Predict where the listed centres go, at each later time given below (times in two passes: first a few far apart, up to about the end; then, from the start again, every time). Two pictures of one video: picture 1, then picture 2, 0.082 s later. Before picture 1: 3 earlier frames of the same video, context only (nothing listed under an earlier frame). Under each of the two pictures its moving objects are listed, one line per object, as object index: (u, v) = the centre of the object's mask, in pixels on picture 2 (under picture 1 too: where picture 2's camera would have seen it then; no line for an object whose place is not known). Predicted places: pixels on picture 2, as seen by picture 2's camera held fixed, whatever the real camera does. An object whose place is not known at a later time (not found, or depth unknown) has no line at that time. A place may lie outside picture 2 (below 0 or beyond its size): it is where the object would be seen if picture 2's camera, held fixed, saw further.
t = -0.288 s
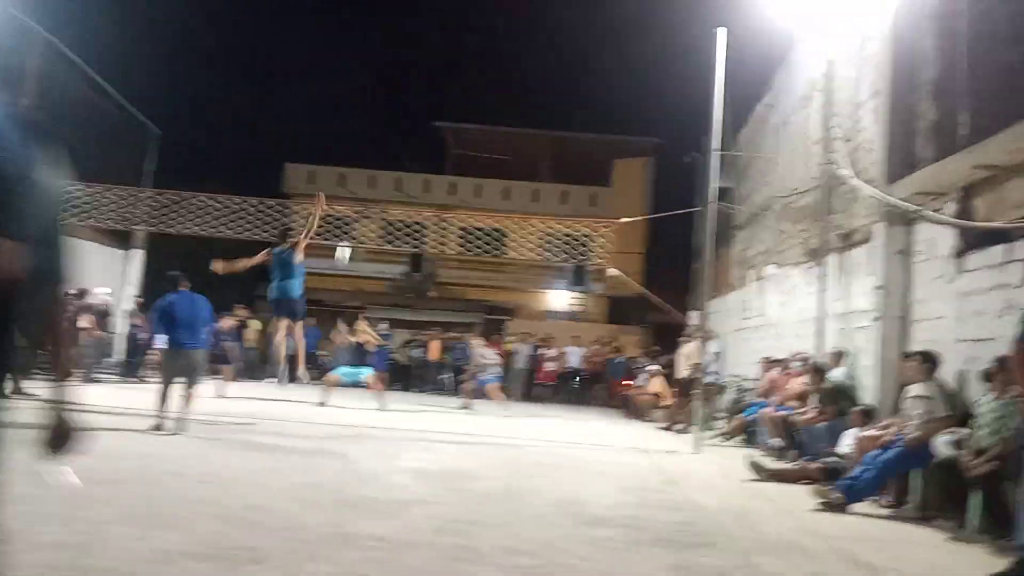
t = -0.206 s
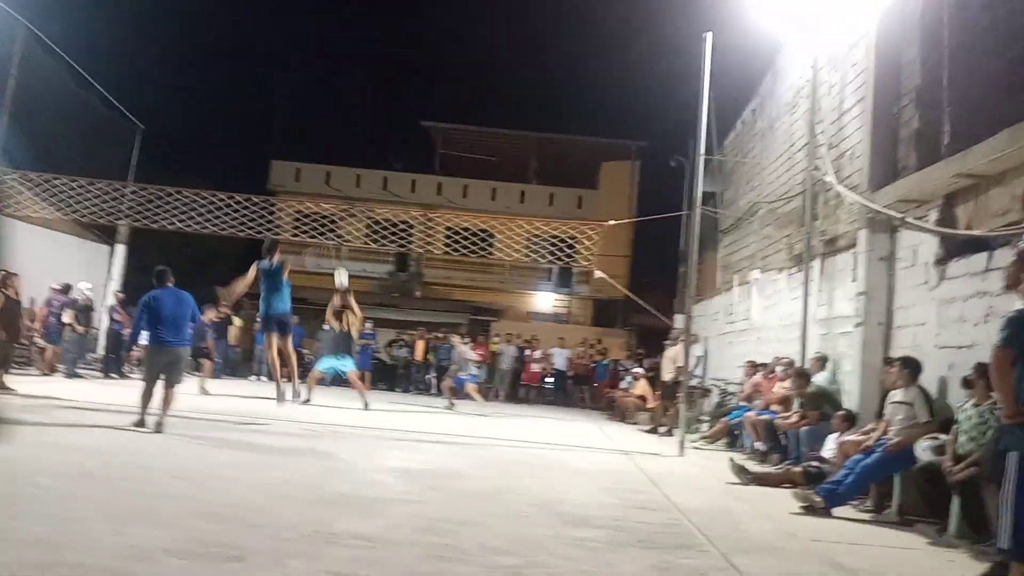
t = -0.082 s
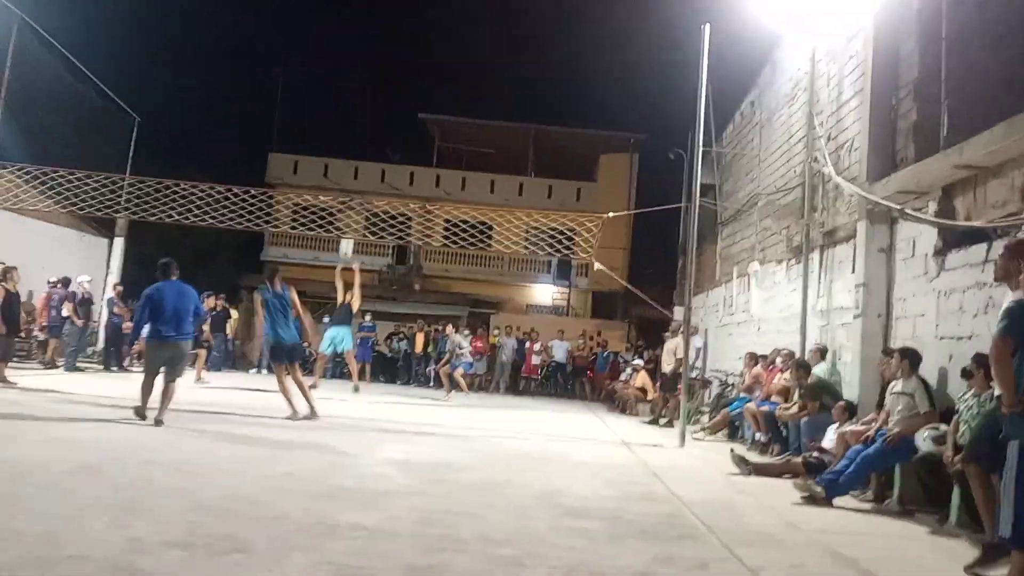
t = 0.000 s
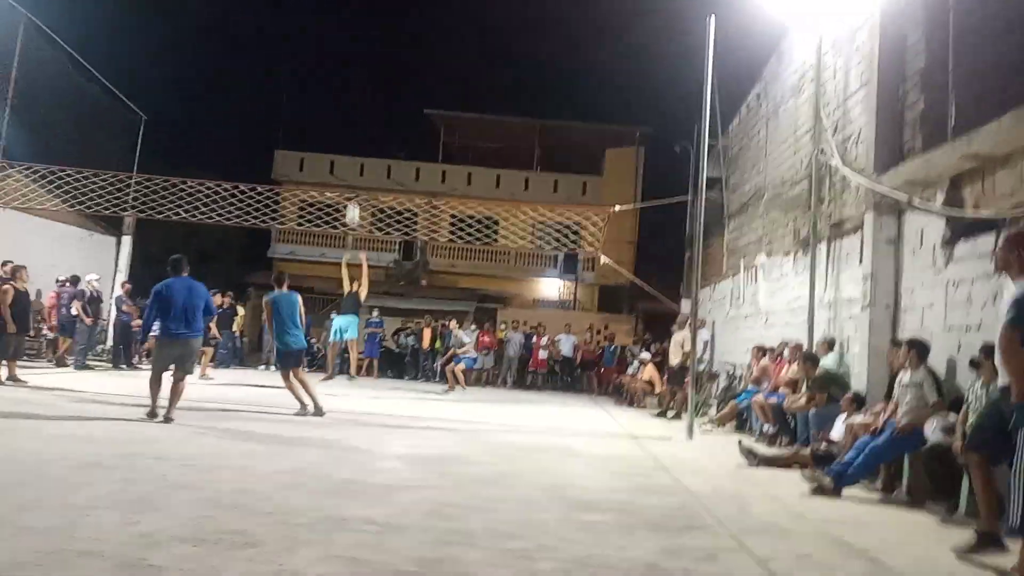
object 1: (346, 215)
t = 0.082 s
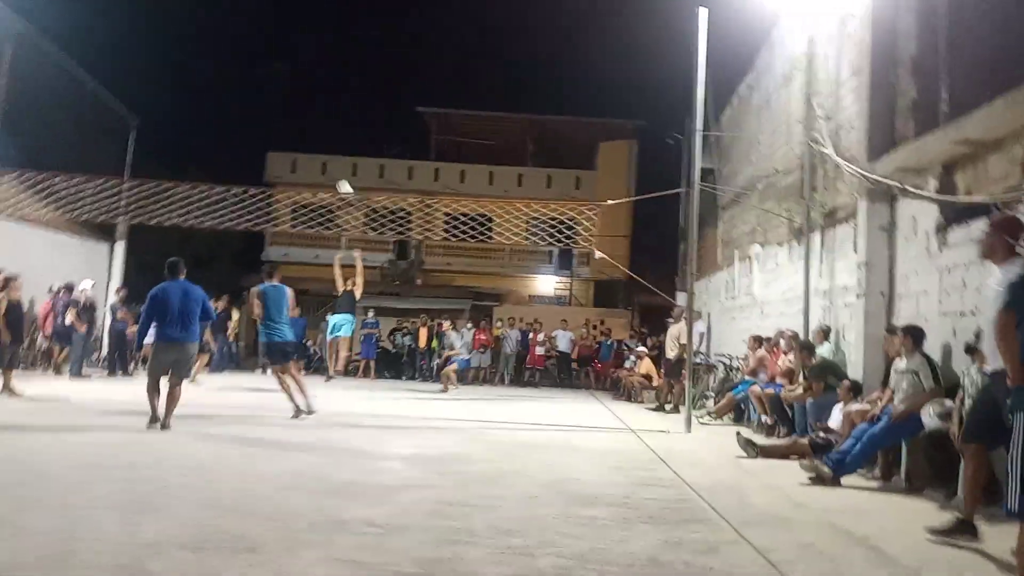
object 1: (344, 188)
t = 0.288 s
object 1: (341, 144)
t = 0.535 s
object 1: (333, 122)
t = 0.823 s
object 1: (322, 139)
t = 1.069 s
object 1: (312, 191)
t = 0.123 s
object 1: (344, 177)
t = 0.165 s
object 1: (343, 168)
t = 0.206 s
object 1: (341, 159)
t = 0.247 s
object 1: (341, 151)
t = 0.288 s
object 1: (341, 144)
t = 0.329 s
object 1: (340, 138)
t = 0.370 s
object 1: (337, 133)
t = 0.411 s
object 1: (337, 128)
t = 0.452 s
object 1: (337, 125)
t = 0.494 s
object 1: (336, 123)
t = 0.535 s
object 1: (333, 122)
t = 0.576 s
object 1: (333, 121)
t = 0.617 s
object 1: (331, 122)
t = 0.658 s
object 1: (331, 123)
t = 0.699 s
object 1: (329, 126)
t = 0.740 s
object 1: (326, 130)
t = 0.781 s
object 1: (324, 134)
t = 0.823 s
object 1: (322, 139)
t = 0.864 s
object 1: (322, 145)
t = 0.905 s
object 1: (321, 153)
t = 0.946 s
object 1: (318, 161)
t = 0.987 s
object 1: (315, 170)
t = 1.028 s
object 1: (314, 180)
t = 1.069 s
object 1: (312, 191)
